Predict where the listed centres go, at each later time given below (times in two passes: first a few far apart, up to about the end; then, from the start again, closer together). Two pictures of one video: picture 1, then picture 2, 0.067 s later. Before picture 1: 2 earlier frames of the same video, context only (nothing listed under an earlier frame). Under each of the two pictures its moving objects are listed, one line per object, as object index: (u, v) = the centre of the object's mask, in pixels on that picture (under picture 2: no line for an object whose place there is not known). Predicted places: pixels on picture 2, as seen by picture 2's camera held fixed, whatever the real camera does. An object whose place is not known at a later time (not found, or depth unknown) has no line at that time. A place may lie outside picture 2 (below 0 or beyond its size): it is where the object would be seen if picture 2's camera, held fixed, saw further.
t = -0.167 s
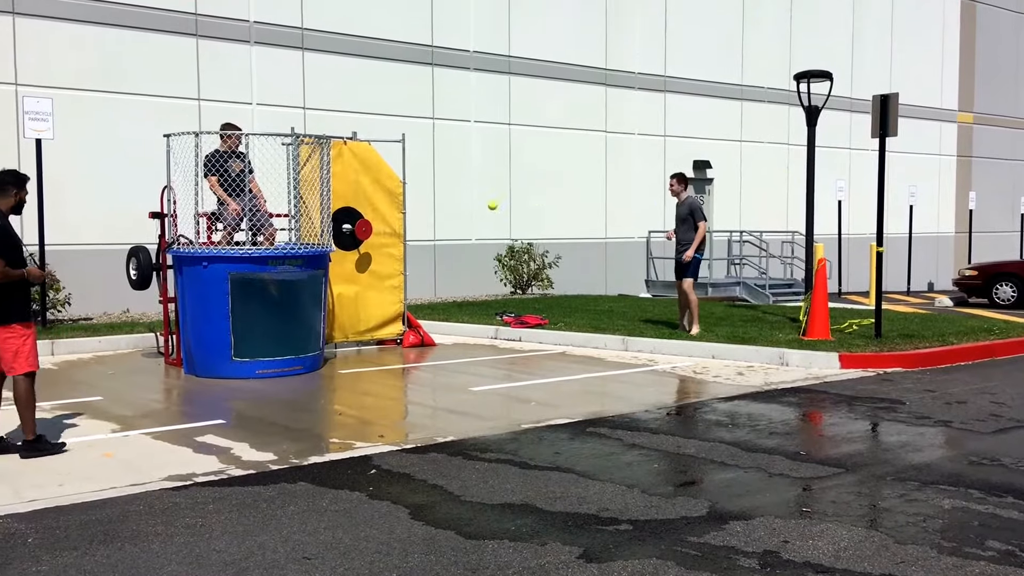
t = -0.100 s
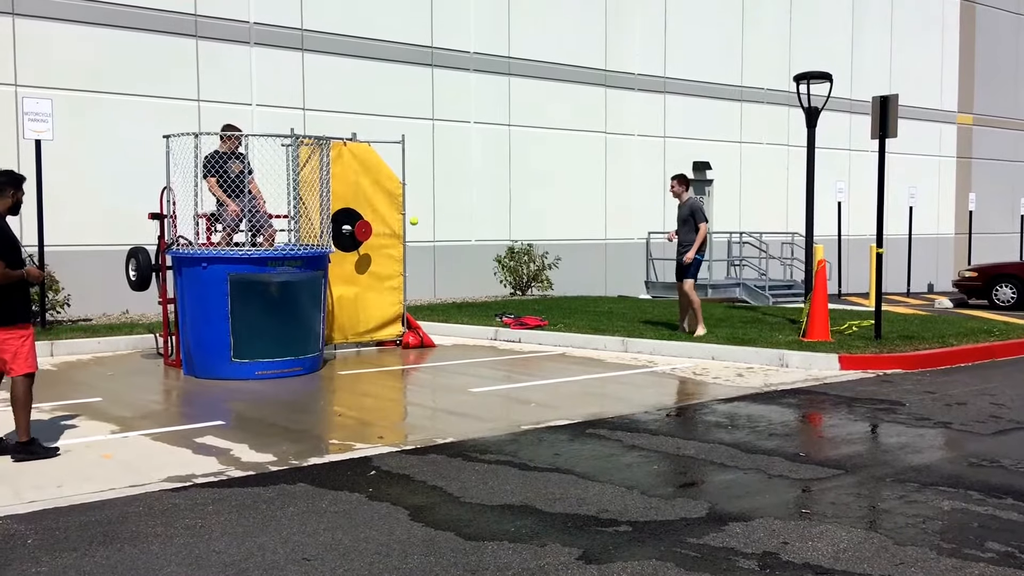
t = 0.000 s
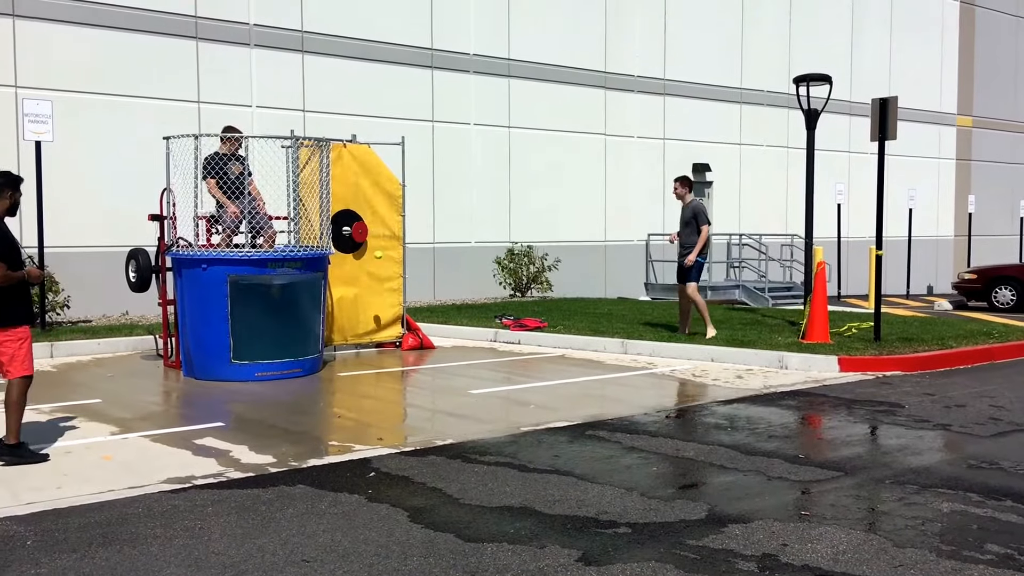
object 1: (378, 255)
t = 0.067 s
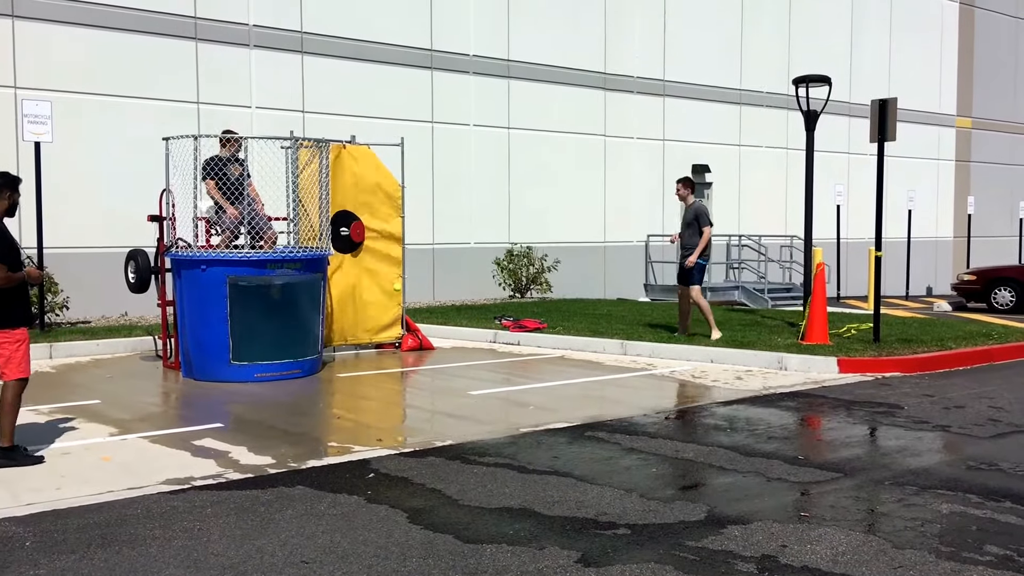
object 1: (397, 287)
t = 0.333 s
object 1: (471, 319)
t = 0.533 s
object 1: (525, 287)
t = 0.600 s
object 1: (545, 285)
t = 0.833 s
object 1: (618, 318)
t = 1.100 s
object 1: (713, 388)
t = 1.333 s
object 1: (813, 387)
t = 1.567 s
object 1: (925, 429)
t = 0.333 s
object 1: (471, 319)
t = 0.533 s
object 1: (525, 287)
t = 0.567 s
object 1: (535, 286)
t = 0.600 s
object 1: (545, 285)
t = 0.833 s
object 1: (618, 318)
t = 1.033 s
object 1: (687, 401)
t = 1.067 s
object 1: (700, 394)
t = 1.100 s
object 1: (713, 388)
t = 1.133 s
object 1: (726, 384)
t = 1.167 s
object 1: (740, 381)
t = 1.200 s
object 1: (754, 379)
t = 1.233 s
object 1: (768, 379)
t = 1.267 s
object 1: (782, 381)
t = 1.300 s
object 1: (798, 383)
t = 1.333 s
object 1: (813, 387)
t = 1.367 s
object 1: (829, 392)
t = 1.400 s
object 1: (844, 399)
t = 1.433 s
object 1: (860, 408)
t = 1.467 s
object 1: (876, 420)
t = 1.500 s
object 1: (893, 432)
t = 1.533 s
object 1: (909, 432)
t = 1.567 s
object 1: (925, 429)
